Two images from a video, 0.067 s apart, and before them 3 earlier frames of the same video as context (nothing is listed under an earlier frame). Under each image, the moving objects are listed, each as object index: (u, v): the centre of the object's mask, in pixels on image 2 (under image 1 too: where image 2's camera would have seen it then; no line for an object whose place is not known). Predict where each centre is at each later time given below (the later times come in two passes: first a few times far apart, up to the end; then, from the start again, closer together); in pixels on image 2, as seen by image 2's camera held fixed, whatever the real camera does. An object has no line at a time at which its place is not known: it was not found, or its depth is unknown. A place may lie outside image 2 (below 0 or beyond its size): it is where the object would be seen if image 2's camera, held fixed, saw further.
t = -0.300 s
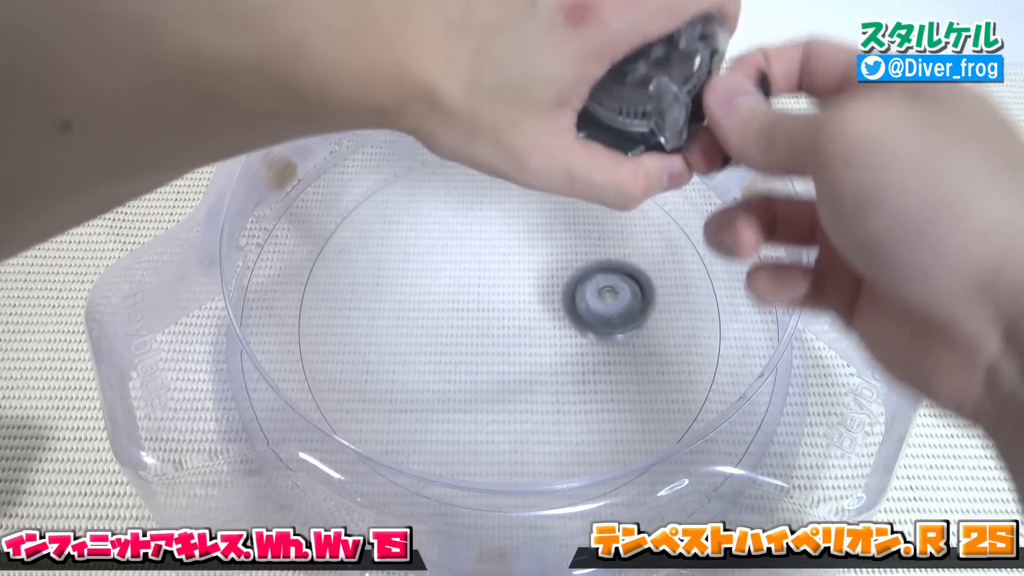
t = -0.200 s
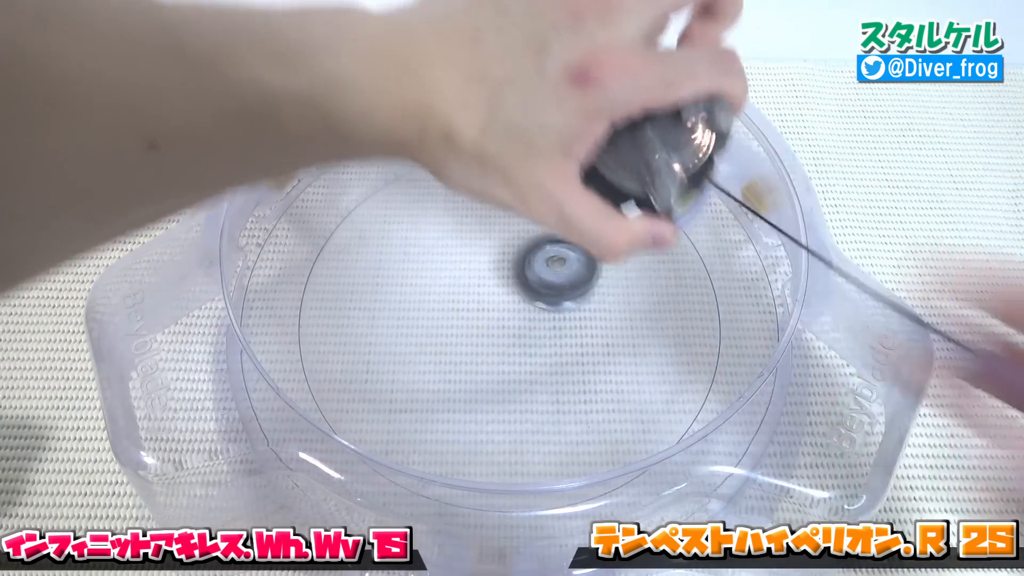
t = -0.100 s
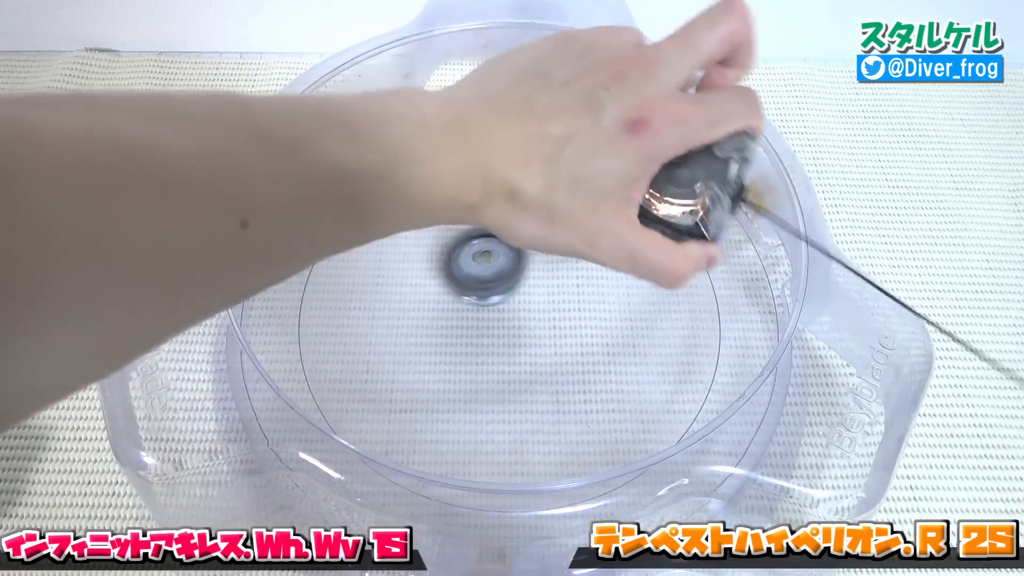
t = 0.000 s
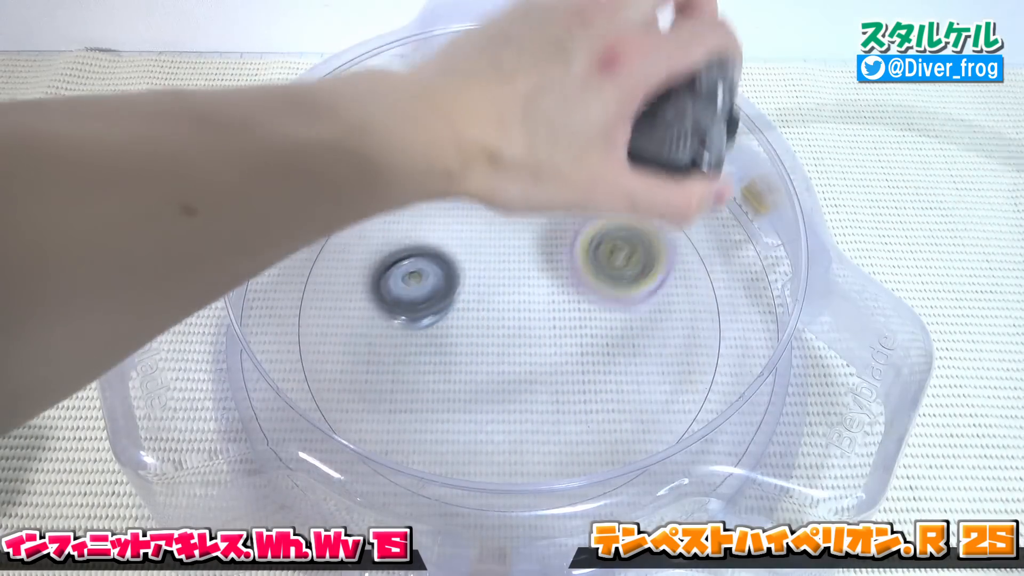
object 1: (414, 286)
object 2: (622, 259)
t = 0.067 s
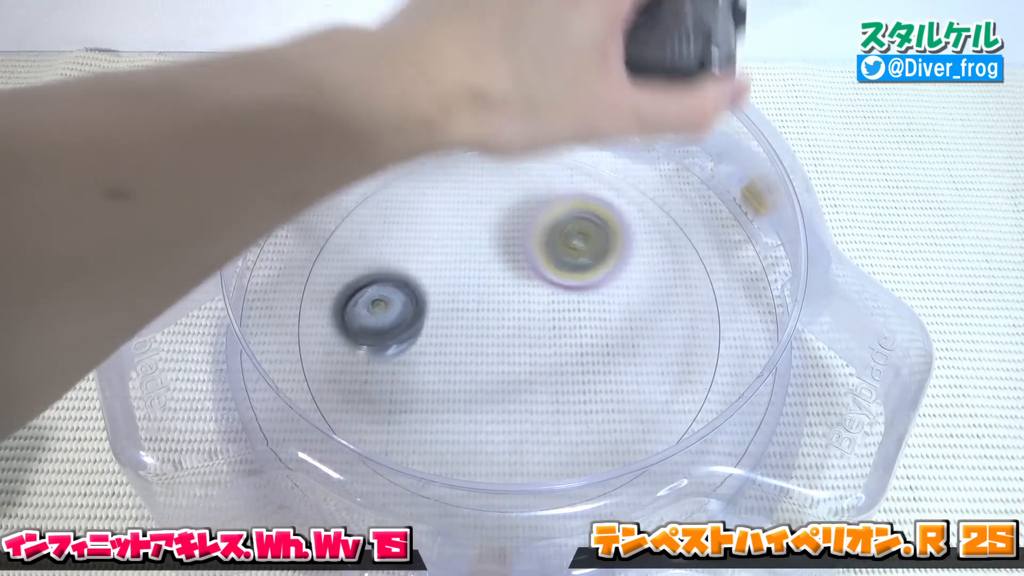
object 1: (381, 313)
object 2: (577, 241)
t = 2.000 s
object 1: (316, 247)
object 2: (609, 185)
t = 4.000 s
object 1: (358, 228)
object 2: (598, 204)
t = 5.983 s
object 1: (482, 211)
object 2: (484, 298)
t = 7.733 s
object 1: (422, 240)
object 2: (525, 308)
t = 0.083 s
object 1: (374, 321)
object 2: (565, 238)
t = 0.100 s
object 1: (369, 331)
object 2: (552, 238)
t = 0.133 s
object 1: (362, 349)
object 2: (525, 245)
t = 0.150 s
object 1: (360, 359)
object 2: (512, 254)
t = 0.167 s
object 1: (359, 371)
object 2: (500, 258)
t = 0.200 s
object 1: (365, 389)
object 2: (480, 247)
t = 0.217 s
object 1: (370, 399)
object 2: (471, 246)
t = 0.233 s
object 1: (378, 407)
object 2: (460, 245)
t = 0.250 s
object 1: (387, 415)
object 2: (450, 250)
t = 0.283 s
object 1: (410, 430)
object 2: (436, 257)
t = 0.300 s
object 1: (423, 437)
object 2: (430, 256)
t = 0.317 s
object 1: (438, 441)
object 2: (425, 257)
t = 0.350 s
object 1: (469, 458)
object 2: (416, 268)
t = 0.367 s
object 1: (488, 451)
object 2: (413, 275)
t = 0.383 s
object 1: (506, 452)
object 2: (413, 277)
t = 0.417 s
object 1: (543, 450)
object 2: (414, 288)
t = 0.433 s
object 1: (562, 446)
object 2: (415, 296)
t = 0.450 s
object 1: (579, 441)
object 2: (417, 303)
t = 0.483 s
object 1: (611, 426)
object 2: (426, 317)
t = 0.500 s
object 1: (624, 417)
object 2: (432, 328)
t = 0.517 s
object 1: (637, 404)
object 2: (438, 333)
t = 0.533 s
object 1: (645, 389)
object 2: (447, 340)
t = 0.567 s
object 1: (657, 359)
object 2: (464, 356)
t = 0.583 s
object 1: (660, 342)
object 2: (475, 364)
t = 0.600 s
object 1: (661, 327)
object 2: (488, 374)
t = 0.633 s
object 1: (656, 293)
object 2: (515, 388)
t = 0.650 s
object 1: (652, 279)
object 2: (528, 395)
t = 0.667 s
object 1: (645, 264)
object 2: (543, 399)
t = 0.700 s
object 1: (626, 234)
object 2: (575, 407)
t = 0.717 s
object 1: (614, 220)
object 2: (591, 409)
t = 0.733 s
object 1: (602, 208)
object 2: (609, 411)
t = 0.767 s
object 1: (572, 184)
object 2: (638, 407)
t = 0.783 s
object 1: (558, 173)
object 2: (653, 402)
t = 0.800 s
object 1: (539, 163)
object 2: (667, 398)
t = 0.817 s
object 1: (521, 154)
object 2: (681, 390)
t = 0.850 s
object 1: (482, 138)
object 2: (699, 372)
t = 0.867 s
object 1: (464, 134)
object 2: (703, 363)
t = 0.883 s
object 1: (445, 131)
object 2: (707, 352)
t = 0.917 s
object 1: (405, 129)
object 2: (702, 326)
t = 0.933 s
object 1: (384, 130)
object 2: (697, 313)
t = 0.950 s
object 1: (367, 136)
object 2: (691, 298)
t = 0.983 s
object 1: (344, 163)
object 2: (675, 271)
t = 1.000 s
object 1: (331, 178)
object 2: (667, 260)
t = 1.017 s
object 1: (316, 198)
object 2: (655, 247)
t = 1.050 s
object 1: (295, 230)
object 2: (628, 223)
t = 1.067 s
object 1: (284, 249)
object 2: (616, 215)
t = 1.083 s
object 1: (274, 268)
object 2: (601, 208)
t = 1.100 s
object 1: (270, 288)
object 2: (586, 201)
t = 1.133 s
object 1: (253, 329)
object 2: (555, 192)
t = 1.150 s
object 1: (250, 350)
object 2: (538, 189)
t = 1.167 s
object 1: (249, 370)
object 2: (521, 186)
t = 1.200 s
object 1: (261, 409)
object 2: (487, 188)
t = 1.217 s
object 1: (273, 427)
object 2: (472, 191)
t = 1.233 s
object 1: (292, 440)
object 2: (458, 195)
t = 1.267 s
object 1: (343, 452)
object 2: (424, 208)
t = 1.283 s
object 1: (367, 453)
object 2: (409, 217)
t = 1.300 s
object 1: (396, 448)
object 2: (394, 228)
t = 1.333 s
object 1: (449, 440)
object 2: (369, 256)
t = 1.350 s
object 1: (474, 435)
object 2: (357, 270)
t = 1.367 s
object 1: (498, 429)
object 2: (345, 287)
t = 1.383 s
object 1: (522, 423)
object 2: (336, 304)
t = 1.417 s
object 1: (567, 402)
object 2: (323, 347)
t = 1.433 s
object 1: (585, 391)
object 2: (324, 366)
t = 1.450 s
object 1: (602, 378)
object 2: (327, 383)
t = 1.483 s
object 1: (631, 350)
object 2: (336, 430)
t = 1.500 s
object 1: (642, 336)
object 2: (348, 449)
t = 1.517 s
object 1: (651, 320)
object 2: (363, 461)
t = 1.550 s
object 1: (663, 289)
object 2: (414, 469)
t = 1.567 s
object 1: (665, 274)
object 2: (442, 473)
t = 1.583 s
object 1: (667, 258)
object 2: (468, 473)
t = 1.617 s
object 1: (663, 227)
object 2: (521, 468)
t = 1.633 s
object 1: (658, 212)
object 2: (548, 464)
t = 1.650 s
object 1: (652, 197)
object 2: (573, 458)
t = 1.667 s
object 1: (644, 182)
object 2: (595, 450)
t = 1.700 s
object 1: (624, 157)
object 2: (635, 432)
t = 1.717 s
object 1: (607, 150)
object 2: (654, 420)
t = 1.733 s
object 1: (589, 146)
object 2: (670, 408)
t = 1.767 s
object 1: (551, 138)
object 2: (693, 379)
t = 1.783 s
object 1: (530, 133)
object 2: (702, 365)
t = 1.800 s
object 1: (510, 132)
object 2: (709, 349)
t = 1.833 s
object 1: (469, 136)
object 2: (710, 316)
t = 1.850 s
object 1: (447, 141)
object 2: (707, 300)
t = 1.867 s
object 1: (428, 147)
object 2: (704, 284)
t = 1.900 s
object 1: (391, 162)
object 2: (687, 254)
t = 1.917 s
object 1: (376, 173)
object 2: (679, 240)
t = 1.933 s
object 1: (361, 186)
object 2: (667, 226)
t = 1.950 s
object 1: (346, 201)
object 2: (654, 215)
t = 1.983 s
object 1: (324, 230)
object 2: (625, 194)
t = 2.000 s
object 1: (316, 247)
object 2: (609, 185)
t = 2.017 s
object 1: (311, 264)
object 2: (591, 179)
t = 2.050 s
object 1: (306, 299)
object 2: (558, 169)
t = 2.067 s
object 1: (307, 317)
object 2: (539, 165)
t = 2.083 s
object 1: (311, 335)
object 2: (521, 163)
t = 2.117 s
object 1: (326, 368)
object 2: (484, 162)
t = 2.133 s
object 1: (338, 383)
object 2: (464, 163)
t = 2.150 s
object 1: (351, 397)
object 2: (443, 165)
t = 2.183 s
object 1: (382, 423)
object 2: (406, 177)
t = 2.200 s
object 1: (404, 430)
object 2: (388, 184)
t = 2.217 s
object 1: (422, 444)
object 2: (370, 194)
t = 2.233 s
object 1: (443, 451)
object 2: (351, 205)
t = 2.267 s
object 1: (489, 451)
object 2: (318, 230)
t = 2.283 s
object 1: (512, 451)
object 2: (306, 246)
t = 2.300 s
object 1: (533, 450)
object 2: (294, 266)
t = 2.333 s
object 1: (578, 443)
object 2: (279, 304)
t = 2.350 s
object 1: (600, 436)
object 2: (272, 325)
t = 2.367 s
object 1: (619, 428)
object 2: (266, 347)
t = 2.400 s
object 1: (655, 405)
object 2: (265, 390)
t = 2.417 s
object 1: (671, 392)
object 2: (268, 409)
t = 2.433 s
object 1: (685, 376)
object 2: (273, 425)
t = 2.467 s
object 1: (705, 342)
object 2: (297, 446)
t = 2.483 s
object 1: (711, 324)
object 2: (321, 435)
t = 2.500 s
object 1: (716, 305)
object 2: (342, 425)
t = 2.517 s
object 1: (718, 286)
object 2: (365, 410)
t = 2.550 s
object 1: (705, 248)
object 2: (401, 403)
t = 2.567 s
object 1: (695, 232)
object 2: (418, 392)
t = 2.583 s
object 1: (685, 214)
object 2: (439, 382)
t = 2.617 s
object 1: (657, 182)
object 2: (476, 362)
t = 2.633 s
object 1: (640, 169)
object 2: (496, 353)
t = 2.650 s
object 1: (621, 159)
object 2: (514, 341)
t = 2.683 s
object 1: (582, 143)
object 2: (541, 318)
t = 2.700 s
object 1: (560, 137)
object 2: (554, 306)
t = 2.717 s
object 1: (538, 134)
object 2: (565, 295)
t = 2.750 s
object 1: (495, 133)
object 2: (584, 273)
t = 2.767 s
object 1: (473, 135)
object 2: (591, 262)
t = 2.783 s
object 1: (454, 138)
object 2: (597, 251)
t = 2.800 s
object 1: (434, 144)
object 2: (601, 241)
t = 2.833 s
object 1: (397, 160)
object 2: (605, 221)
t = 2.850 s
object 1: (381, 169)
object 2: (604, 212)
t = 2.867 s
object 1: (366, 180)
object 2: (602, 203)
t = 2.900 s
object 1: (341, 205)
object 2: (594, 188)
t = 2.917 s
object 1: (331, 220)
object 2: (588, 180)
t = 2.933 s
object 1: (324, 234)
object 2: (580, 172)
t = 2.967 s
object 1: (313, 264)
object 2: (561, 162)
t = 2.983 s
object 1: (310, 279)
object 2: (551, 159)
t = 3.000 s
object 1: (309, 294)
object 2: (539, 155)
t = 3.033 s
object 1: (314, 325)
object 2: (516, 150)
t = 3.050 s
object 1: (321, 342)
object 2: (503, 148)
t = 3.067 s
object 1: (330, 358)
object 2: (489, 148)
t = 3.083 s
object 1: (340, 373)
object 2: (476, 149)
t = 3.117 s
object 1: (366, 398)
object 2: (449, 150)
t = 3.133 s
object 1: (380, 408)
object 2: (436, 153)
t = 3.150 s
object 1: (399, 418)
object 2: (425, 158)
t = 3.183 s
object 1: (438, 433)
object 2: (403, 168)
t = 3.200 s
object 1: (457, 437)
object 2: (392, 176)
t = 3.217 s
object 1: (477, 440)
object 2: (384, 182)
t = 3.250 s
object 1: (517, 440)
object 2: (369, 202)
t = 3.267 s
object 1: (537, 438)
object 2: (363, 212)
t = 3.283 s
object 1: (556, 435)
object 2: (359, 223)
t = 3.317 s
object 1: (594, 420)
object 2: (354, 247)
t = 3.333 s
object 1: (610, 412)
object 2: (355, 260)
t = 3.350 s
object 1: (626, 401)
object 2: (356, 271)
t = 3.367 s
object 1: (638, 389)
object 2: (359, 282)
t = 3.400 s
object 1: (660, 363)
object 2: (371, 305)
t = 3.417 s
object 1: (669, 349)
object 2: (378, 316)
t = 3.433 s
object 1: (676, 333)
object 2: (387, 325)
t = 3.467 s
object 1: (683, 302)
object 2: (407, 341)
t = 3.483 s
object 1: (683, 286)
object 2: (418, 348)
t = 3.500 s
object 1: (683, 272)
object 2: (430, 354)
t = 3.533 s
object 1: (676, 243)
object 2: (455, 362)
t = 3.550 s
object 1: (669, 229)
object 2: (468, 364)
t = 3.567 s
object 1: (663, 217)
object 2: (483, 366)
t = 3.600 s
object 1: (643, 191)
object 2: (512, 366)
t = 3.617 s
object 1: (633, 180)
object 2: (526, 364)
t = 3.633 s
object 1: (622, 171)
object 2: (540, 362)
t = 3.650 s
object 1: (610, 163)
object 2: (552, 358)
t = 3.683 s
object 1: (585, 149)
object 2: (574, 348)
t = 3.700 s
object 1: (571, 144)
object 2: (583, 344)
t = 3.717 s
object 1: (557, 140)
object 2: (593, 337)
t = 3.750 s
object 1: (527, 136)
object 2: (608, 322)
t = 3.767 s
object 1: (511, 136)
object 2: (615, 314)
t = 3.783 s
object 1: (497, 136)
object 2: (621, 305)
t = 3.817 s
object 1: (469, 140)
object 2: (629, 287)
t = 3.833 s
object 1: (456, 143)
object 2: (631, 276)
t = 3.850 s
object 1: (443, 147)
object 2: (632, 266)
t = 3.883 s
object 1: (418, 159)
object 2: (632, 247)
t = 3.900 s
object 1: (405, 167)
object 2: (629, 239)
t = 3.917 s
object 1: (395, 176)
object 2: (626, 232)
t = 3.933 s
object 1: (385, 185)
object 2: (621, 225)
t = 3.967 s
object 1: (369, 206)
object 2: (611, 213)
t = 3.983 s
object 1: (363, 218)
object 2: (604, 207)
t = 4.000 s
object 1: (358, 228)
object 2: (598, 204)
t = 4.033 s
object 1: (352, 254)
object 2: (583, 196)
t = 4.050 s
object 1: (350, 268)
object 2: (573, 193)
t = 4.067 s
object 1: (351, 280)
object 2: (564, 191)
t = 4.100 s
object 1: (357, 307)
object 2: (544, 190)
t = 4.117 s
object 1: (362, 320)
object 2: (535, 190)
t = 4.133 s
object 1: (369, 332)
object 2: (525, 192)
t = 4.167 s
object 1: (387, 355)
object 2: (504, 200)
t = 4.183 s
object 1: (398, 364)
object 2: (494, 204)
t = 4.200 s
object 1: (409, 374)
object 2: (483, 211)
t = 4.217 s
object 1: (423, 381)
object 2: (474, 218)
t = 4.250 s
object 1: (448, 392)
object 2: (457, 233)
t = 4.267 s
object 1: (461, 395)
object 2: (450, 242)
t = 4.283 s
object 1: (475, 398)
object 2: (444, 251)
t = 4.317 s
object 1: (500, 397)
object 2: (436, 268)
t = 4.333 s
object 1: (512, 395)
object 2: (433, 277)
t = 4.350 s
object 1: (524, 393)
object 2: (432, 286)
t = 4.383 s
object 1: (546, 386)
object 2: (434, 305)
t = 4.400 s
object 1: (555, 381)
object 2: (436, 315)
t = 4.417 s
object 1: (564, 375)
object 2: (440, 326)
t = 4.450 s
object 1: (578, 362)
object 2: (449, 342)
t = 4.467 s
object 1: (583, 356)
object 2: (455, 349)
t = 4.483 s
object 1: (587, 348)
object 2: (461, 356)
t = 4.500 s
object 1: (590, 341)
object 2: (468, 360)
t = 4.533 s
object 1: (592, 328)
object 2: (484, 369)
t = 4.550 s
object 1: (593, 322)
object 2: (493, 374)
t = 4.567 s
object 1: (593, 315)
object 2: (502, 376)
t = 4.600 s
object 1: (592, 301)
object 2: (519, 379)
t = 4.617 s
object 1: (591, 293)
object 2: (528, 380)
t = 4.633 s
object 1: (590, 286)
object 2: (537, 380)
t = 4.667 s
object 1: (585, 269)
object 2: (555, 378)
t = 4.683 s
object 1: (581, 261)
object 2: (564, 376)
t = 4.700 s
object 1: (576, 254)
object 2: (571, 373)
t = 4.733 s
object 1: (563, 241)
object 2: (585, 366)
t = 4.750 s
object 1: (556, 236)
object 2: (591, 361)
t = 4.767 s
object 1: (549, 231)
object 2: (595, 356)
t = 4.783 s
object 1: (541, 227)
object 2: (599, 351)
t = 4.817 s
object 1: (527, 222)
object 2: (602, 339)
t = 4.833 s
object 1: (520, 221)
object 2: (603, 333)
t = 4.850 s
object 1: (513, 219)
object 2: (602, 328)
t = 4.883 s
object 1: (501, 221)
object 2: (598, 317)
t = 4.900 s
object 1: (495, 223)
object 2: (595, 313)
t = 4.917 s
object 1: (489, 226)
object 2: (591, 308)
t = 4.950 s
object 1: (480, 235)
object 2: (583, 299)
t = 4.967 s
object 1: (475, 239)
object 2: (579, 294)
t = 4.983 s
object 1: (469, 245)
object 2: (574, 289)
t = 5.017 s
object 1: (459, 258)
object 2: (565, 279)
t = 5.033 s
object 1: (453, 266)
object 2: (559, 275)
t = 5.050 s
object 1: (449, 274)
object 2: (554, 272)
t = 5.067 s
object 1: (445, 283)
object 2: (548, 270)
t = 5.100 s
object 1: (440, 301)
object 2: (534, 268)
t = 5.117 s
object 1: (439, 310)
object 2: (528, 269)
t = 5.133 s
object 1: (437, 320)
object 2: (522, 269)
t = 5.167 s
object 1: (439, 339)
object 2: (509, 271)
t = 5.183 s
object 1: (442, 348)
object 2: (503, 274)
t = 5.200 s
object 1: (447, 355)
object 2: (497, 277)
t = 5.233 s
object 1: (459, 370)
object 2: (487, 285)
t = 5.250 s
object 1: (465, 377)
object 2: (484, 288)
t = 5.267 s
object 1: (473, 383)
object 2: (481, 293)
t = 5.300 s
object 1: (490, 394)
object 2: (477, 302)
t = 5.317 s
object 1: (500, 398)
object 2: (476, 307)
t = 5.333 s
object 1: (511, 401)
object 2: (475, 312)
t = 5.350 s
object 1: (521, 402)
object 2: (476, 316)
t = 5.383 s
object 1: (543, 402)
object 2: (477, 326)
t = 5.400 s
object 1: (555, 401)
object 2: (478, 330)
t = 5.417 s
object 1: (567, 398)
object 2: (480, 334)
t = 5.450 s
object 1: (588, 387)
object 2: (484, 340)
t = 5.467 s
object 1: (598, 380)
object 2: (488, 342)
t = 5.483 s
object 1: (607, 372)
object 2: (491, 345)
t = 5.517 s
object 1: (620, 356)
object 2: (499, 348)
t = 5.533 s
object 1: (624, 346)
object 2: (504, 349)
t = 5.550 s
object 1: (627, 336)
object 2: (509, 350)
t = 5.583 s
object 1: (630, 317)
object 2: (523, 352)
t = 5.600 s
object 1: (630, 308)
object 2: (531, 351)
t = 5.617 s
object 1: (628, 299)
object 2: (538, 350)
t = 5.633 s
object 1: (626, 290)
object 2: (545, 348)
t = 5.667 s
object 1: (620, 272)
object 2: (556, 341)
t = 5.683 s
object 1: (617, 265)
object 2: (560, 337)
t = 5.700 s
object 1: (613, 258)
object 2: (564, 333)
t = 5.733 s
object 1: (602, 243)
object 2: (567, 324)
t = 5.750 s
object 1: (596, 237)
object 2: (567, 320)
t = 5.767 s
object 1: (590, 231)
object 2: (565, 315)
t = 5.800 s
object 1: (574, 221)
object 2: (557, 307)
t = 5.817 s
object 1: (566, 217)
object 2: (553, 301)
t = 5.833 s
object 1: (557, 213)
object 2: (547, 298)
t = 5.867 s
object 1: (539, 209)
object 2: (534, 293)
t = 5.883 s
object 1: (531, 207)
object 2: (527, 291)
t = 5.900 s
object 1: (522, 206)
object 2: (520, 292)
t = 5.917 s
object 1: (513, 205)
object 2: (512, 292)
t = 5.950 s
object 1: (496, 207)
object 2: (497, 294)
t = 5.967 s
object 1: (489, 208)
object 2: (490, 297)
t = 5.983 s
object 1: (482, 211)
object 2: (484, 298)
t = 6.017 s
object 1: (468, 217)
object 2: (471, 305)
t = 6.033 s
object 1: (461, 221)
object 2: (465, 308)
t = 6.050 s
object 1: (456, 224)
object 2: (461, 313)
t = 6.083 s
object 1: (445, 234)
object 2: (452, 324)
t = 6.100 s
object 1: (439, 240)
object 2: (450, 329)
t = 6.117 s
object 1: (434, 246)
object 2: (448, 335)
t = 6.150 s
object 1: (424, 260)
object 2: (448, 349)
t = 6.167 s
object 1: (421, 267)
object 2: (449, 356)
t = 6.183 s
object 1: (419, 275)
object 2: (453, 363)
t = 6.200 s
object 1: (419, 283)
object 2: (457, 370)
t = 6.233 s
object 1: (422, 295)
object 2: (470, 384)
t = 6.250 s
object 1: (425, 301)
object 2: (478, 388)
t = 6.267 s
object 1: (430, 307)
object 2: (485, 391)
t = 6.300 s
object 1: (441, 315)
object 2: (505, 396)
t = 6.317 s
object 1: (448, 317)
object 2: (516, 396)
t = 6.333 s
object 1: (456, 320)
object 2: (527, 396)
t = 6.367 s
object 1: (472, 320)
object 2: (548, 390)
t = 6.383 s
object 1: (479, 318)
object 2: (559, 385)
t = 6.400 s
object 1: (486, 315)
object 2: (568, 381)
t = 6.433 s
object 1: (499, 307)
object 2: (583, 368)
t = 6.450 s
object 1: (504, 302)
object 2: (590, 362)
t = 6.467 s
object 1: (508, 296)
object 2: (595, 354)
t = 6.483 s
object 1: (511, 290)
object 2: (599, 346)
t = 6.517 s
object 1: (515, 278)
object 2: (601, 331)
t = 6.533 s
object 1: (515, 271)
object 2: (602, 324)
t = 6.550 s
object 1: (515, 264)
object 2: (600, 315)
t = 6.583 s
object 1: (510, 251)
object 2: (596, 299)
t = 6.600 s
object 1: (507, 244)
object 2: (592, 292)
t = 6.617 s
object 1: (502, 239)
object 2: (588, 285)
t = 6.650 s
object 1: (489, 228)
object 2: (577, 273)
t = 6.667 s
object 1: (482, 222)
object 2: (572, 269)
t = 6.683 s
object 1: (475, 218)
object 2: (567, 264)
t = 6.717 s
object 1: (461, 213)
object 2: (554, 257)
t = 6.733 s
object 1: (453, 212)
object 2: (547, 255)
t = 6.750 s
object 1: (446, 212)
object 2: (540, 254)
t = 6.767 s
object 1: (439, 213)
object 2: (531, 252)
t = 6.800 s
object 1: (425, 219)
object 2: (514, 253)
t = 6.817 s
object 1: (416, 221)
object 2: (508, 255)
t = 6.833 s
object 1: (409, 223)
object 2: (501, 257)
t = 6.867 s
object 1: (395, 229)
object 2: (489, 264)
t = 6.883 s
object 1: (390, 234)
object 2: (483, 268)
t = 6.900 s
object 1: (386, 239)
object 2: (478, 274)
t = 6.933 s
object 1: (379, 250)
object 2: (473, 285)
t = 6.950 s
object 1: (375, 255)
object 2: (472, 291)
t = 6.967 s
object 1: (372, 260)
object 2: (472, 297)
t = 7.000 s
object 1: (370, 269)
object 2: (472, 310)
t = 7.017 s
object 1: (371, 273)
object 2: (474, 316)
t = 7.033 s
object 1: (374, 278)
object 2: (476, 320)
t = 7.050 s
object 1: (377, 285)
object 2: (480, 324)
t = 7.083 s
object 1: (387, 300)
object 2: (490, 332)
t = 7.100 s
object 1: (392, 305)
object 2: (495, 334)
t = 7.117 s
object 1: (398, 311)
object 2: (501, 336)
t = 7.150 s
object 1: (409, 317)
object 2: (516, 340)
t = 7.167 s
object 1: (415, 319)
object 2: (521, 341)
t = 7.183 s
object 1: (421, 319)
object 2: (527, 341)
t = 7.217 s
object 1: (433, 315)
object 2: (539, 342)
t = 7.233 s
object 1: (438, 313)
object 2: (543, 341)
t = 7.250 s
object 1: (444, 310)
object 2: (547, 340)
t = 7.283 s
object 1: (450, 305)
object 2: (556, 335)
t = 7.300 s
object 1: (453, 302)
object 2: (560, 330)
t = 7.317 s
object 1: (456, 298)
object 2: (563, 327)
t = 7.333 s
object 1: (458, 294)
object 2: (565, 322)
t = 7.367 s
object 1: (462, 286)
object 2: (566, 316)
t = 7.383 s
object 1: (463, 280)
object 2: (564, 313)
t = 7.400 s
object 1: (464, 275)
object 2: (562, 310)
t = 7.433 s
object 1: (462, 264)
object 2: (556, 307)
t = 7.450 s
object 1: (460, 258)
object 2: (553, 305)
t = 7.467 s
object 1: (458, 255)
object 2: (549, 302)
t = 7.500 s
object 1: (453, 248)
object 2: (544, 299)
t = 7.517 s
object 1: (450, 244)
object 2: (541, 296)
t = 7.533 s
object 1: (447, 241)
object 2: (540, 295)
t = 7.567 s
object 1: (440, 235)
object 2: (538, 293)
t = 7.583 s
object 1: (437, 233)
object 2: (538, 292)
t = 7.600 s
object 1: (433, 232)
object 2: (538, 292)
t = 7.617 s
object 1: (429, 231)
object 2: (537, 293)
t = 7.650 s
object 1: (424, 231)
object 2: (533, 297)
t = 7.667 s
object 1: (422, 232)
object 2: (531, 299)
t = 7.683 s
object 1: (421, 233)
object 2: (529, 302)
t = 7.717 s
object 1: (421, 238)
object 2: (526, 306)
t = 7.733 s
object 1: (422, 240)
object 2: (525, 308)
